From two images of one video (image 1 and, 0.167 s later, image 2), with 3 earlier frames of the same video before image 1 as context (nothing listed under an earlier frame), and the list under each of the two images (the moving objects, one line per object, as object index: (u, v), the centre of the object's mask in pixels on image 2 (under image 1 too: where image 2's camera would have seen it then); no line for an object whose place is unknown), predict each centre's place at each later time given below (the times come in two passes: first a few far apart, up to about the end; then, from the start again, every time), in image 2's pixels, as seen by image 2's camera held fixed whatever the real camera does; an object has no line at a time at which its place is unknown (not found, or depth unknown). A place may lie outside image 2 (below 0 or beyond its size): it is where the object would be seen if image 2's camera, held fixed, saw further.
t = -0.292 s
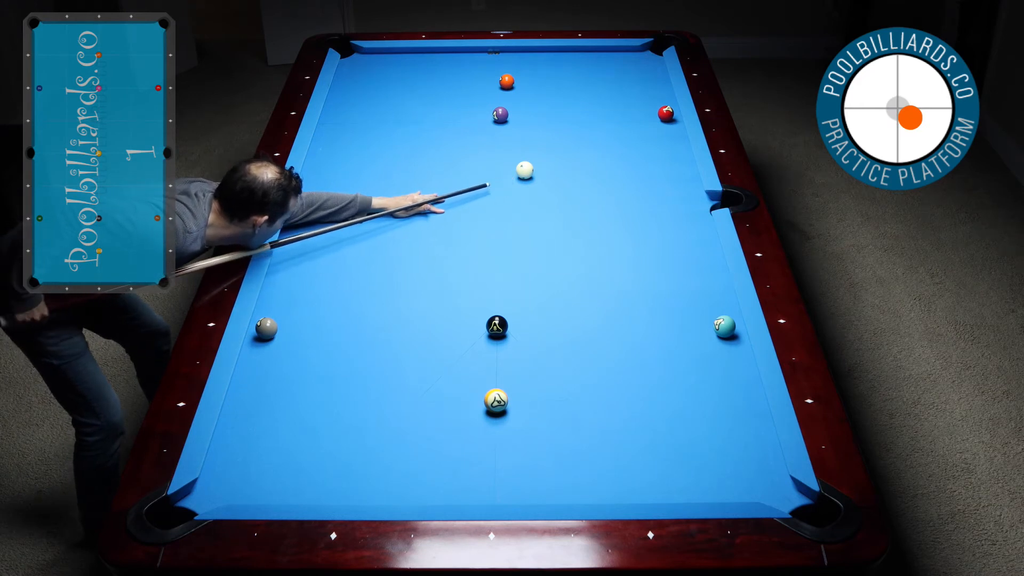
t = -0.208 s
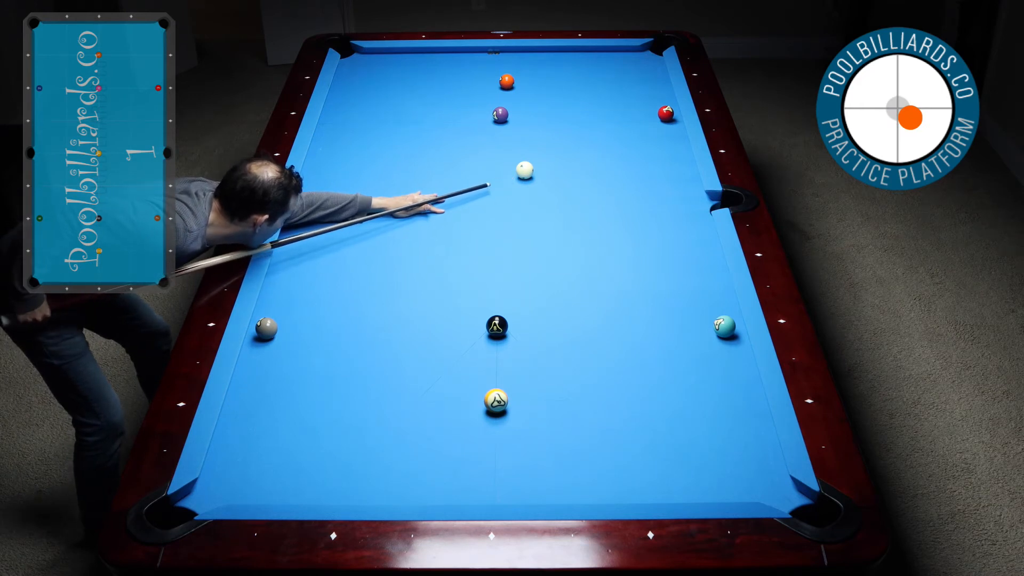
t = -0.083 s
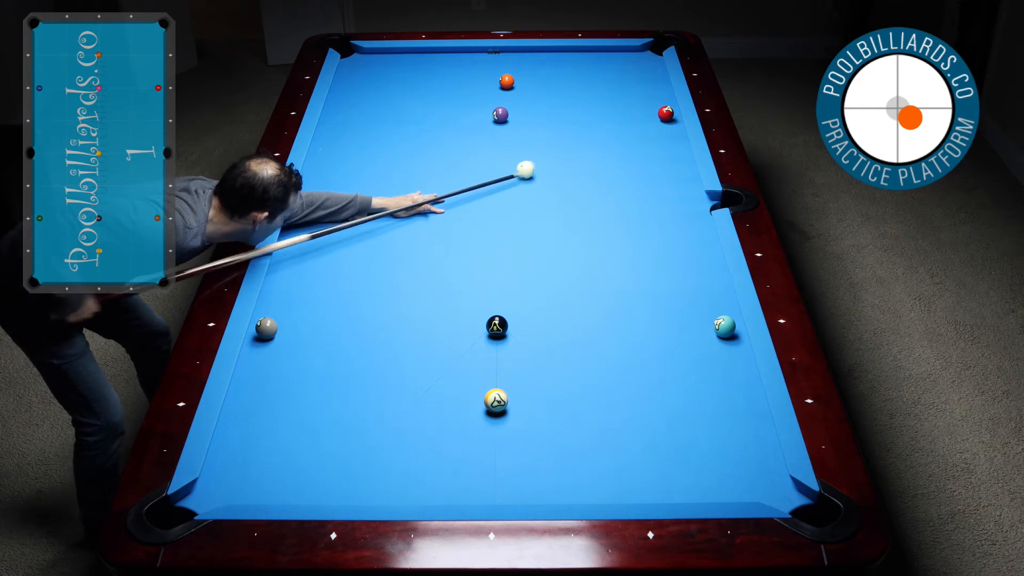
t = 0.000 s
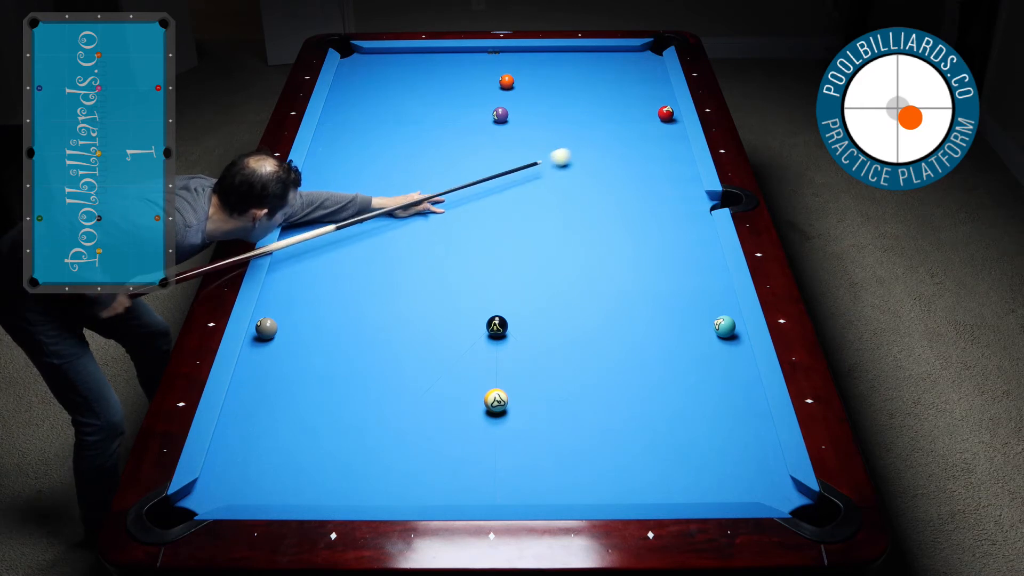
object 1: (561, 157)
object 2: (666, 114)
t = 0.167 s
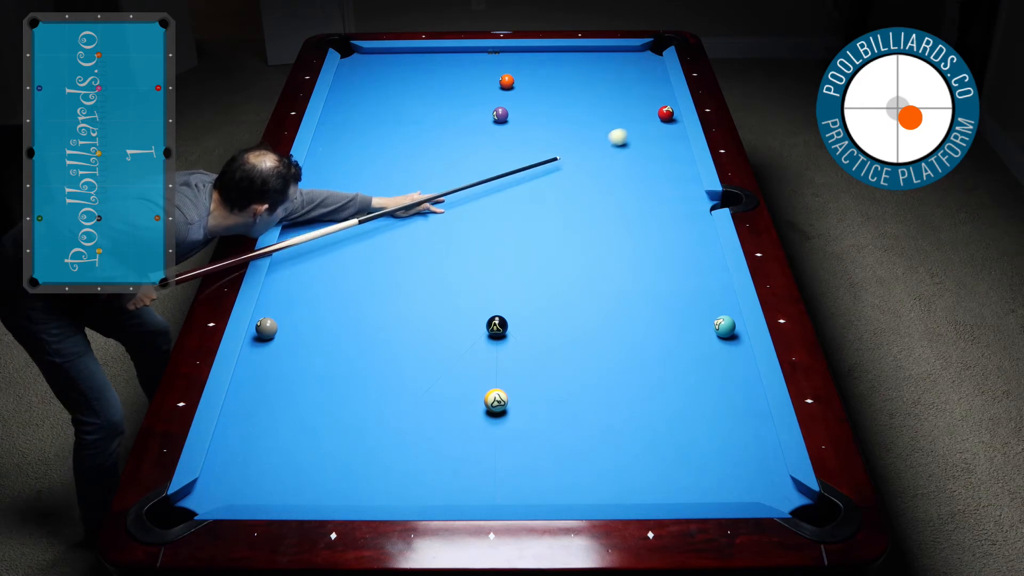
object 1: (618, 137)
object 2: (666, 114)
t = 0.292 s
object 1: (652, 126)
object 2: (666, 114)
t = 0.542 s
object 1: (647, 123)
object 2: (663, 102)
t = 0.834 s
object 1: (608, 126)
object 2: (659, 87)
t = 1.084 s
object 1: (575, 129)
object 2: (656, 76)
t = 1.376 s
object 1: (539, 132)
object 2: (652, 65)
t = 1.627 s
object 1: (509, 134)
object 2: (650, 55)
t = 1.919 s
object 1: (476, 136)
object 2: (651, 48)
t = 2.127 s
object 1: (453, 138)
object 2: (659, 48)
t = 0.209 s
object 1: (630, 133)
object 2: (666, 114)
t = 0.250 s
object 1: (641, 130)
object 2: (666, 114)
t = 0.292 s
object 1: (652, 126)
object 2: (666, 114)
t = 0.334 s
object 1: (663, 122)
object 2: (666, 111)
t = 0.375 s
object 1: (674, 120)
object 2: (664, 110)
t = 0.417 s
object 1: (668, 121)
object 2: (664, 108)
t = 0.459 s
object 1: (660, 122)
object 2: (664, 106)
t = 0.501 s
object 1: (653, 123)
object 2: (663, 104)
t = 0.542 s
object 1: (647, 123)
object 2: (663, 102)
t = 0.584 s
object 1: (641, 124)
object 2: (662, 100)
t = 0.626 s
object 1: (636, 124)
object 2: (662, 98)
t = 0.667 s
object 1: (630, 124)
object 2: (661, 96)
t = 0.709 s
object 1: (624, 125)
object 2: (660, 94)
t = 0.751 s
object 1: (619, 125)
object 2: (660, 92)
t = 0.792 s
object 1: (613, 126)
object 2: (659, 90)
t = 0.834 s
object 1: (608, 126)
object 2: (659, 87)
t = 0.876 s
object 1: (602, 126)
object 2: (658, 86)
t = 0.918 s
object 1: (597, 127)
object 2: (658, 84)
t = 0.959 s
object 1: (592, 127)
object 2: (657, 82)
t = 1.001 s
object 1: (586, 128)
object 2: (657, 80)
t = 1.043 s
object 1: (581, 128)
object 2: (656, 78)
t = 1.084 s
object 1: (575, 129)
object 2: (656, 76)
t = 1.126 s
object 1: (570, 129)
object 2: (655, 75)
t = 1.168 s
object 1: (565, 130)
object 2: (655, 73)
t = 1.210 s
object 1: (560, 130)
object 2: (654, 71)
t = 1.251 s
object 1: (555, 130)
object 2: (654, 69)
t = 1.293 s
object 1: (549, 131)
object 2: (653, 68)
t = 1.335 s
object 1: (544, 131)
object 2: (653, 66)
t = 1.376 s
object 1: (539, 132)
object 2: (652, 65)
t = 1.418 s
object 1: (534, 132)
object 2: (652, 63)
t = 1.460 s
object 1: (529, 132)
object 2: (652, 61)
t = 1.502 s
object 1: (524, 133)
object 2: (651, 60)
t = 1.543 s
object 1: (519, 133)
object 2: (651, 58)
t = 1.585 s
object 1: (514, 133)
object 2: (650, 57)
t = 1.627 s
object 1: (509, 134)
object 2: (650, 55)
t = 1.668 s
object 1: (504, 134)
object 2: (649, 54)
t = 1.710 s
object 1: (500, 135)
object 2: (649, 52)
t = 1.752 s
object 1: (495, 135)
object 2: (649, 51)
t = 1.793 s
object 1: (490, 135)
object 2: (648, 50)
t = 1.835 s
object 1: (485, 136)
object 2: (647, 48)
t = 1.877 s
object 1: (481, 136)
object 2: (649, 48)
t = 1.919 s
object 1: (476, 136)
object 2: (651, 48)
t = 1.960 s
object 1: (472, 137)
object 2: (652, 48)
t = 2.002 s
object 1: (467, 137)
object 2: (654, 48)
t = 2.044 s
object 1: (462, 138)
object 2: (655, 47)
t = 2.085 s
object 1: (458, 138)
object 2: (657, 48)
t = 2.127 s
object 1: (453, 138)
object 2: (659, 48)
